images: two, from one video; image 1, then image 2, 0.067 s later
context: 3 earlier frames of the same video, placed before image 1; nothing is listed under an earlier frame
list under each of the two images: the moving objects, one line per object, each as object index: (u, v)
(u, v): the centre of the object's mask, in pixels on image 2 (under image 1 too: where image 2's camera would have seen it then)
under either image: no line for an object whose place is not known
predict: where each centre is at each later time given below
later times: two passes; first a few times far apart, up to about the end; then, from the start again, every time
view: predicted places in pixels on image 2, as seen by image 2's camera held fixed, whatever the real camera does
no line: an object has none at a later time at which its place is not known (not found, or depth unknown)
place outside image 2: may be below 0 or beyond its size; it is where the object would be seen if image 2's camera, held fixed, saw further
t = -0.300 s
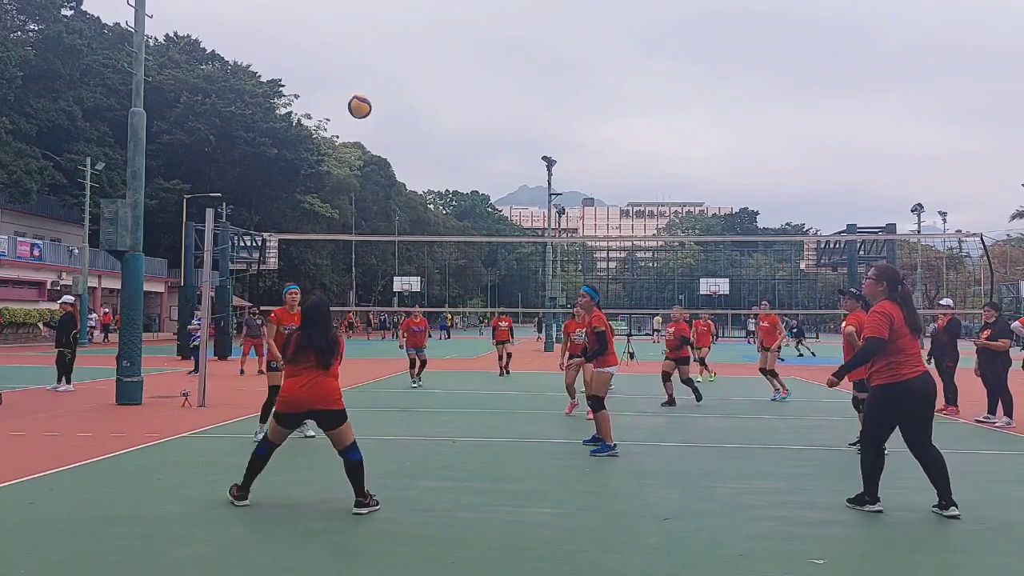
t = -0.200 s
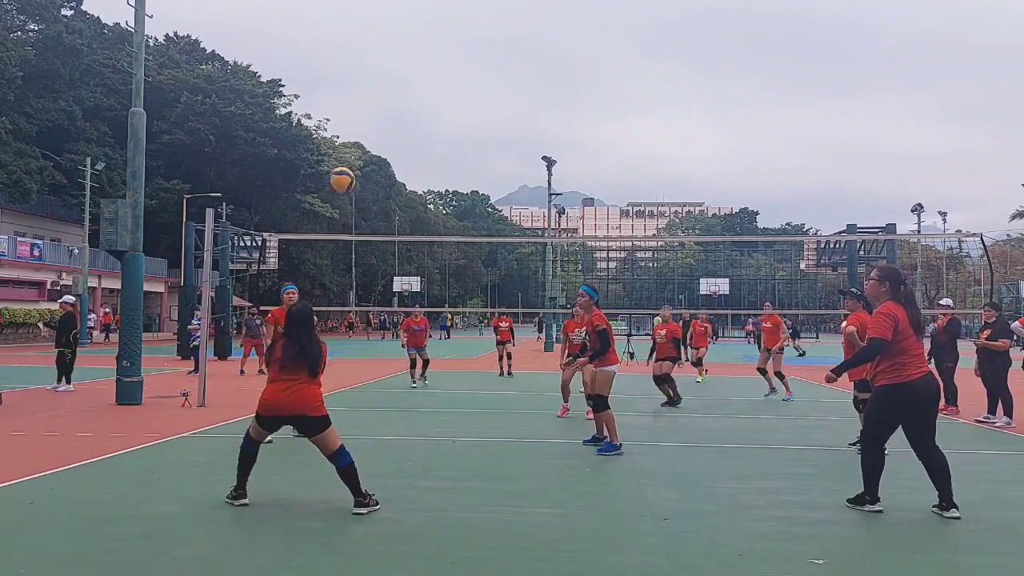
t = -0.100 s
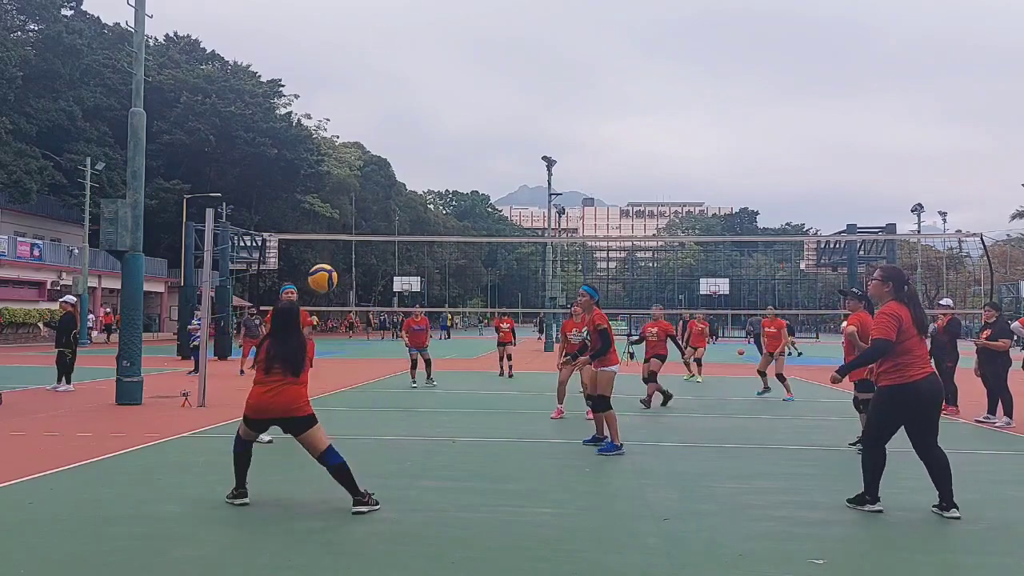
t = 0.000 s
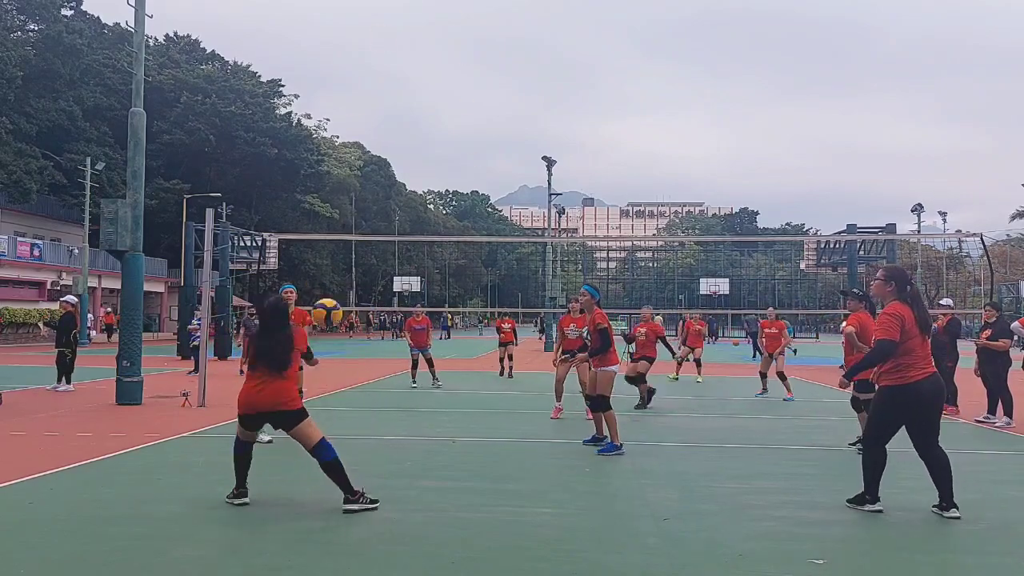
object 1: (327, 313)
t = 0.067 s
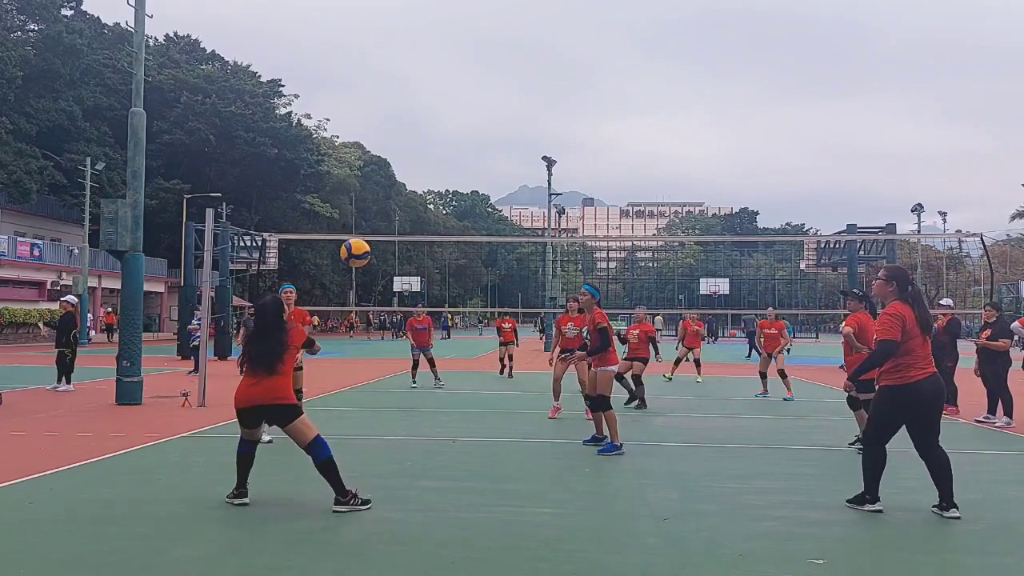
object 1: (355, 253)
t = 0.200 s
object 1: (408, 155)
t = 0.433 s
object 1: (489, 52)
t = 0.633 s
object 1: (551, 22)
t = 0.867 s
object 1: (616, 48)
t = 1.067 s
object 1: (665, 116)
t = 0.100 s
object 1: (369, 225)
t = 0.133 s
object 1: (382, 200)
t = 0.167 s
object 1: (395, 177)
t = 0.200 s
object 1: (408, 155)
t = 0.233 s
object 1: (420, 136)
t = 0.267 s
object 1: (432, 117)
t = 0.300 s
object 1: (444, 101)
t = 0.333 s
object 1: (455, 86)
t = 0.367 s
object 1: (467, 73)
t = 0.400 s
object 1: (478, 61)
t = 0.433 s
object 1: (489, 52)
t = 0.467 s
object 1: (500, 43)
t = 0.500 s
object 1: (510, 36)
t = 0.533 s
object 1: (521, 30)
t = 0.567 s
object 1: (531, 26)
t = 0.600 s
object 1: (541, 23)
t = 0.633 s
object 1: (551, 22)
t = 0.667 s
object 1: (561, 22)
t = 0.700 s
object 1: (571, 23)
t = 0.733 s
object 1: (580, 25)
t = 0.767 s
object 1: (589, 29)
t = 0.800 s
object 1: (598, 34)
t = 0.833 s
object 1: (607, 40)
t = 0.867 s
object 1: (616, 48)
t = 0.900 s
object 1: (625, 56)
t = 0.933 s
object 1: (633, 66)
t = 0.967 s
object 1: (641, 76)
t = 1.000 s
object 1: (649, 88)
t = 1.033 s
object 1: (657, 102)
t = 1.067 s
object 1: (665, 116)
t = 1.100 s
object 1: (672, 131)
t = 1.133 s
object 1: (680, 147)
